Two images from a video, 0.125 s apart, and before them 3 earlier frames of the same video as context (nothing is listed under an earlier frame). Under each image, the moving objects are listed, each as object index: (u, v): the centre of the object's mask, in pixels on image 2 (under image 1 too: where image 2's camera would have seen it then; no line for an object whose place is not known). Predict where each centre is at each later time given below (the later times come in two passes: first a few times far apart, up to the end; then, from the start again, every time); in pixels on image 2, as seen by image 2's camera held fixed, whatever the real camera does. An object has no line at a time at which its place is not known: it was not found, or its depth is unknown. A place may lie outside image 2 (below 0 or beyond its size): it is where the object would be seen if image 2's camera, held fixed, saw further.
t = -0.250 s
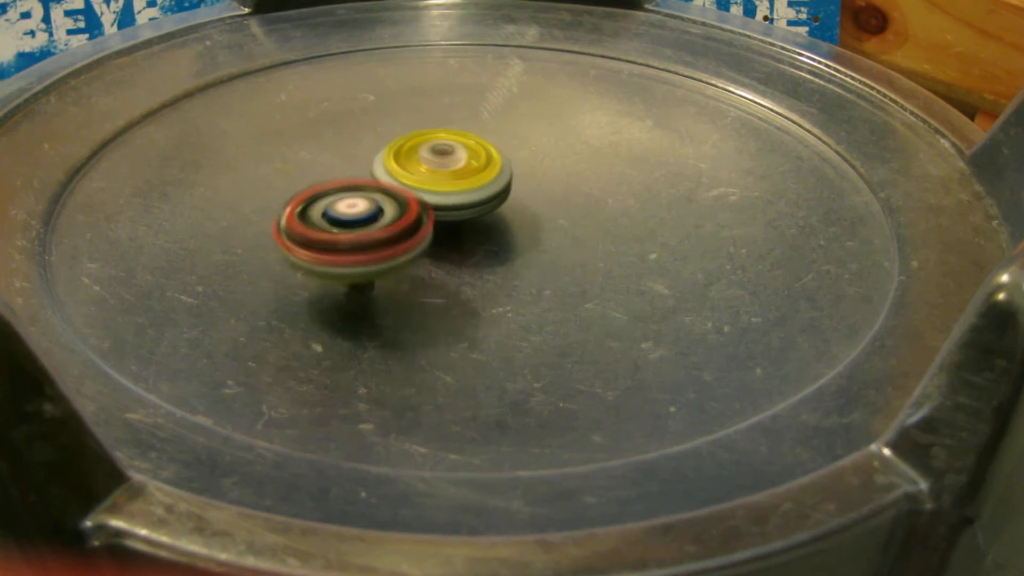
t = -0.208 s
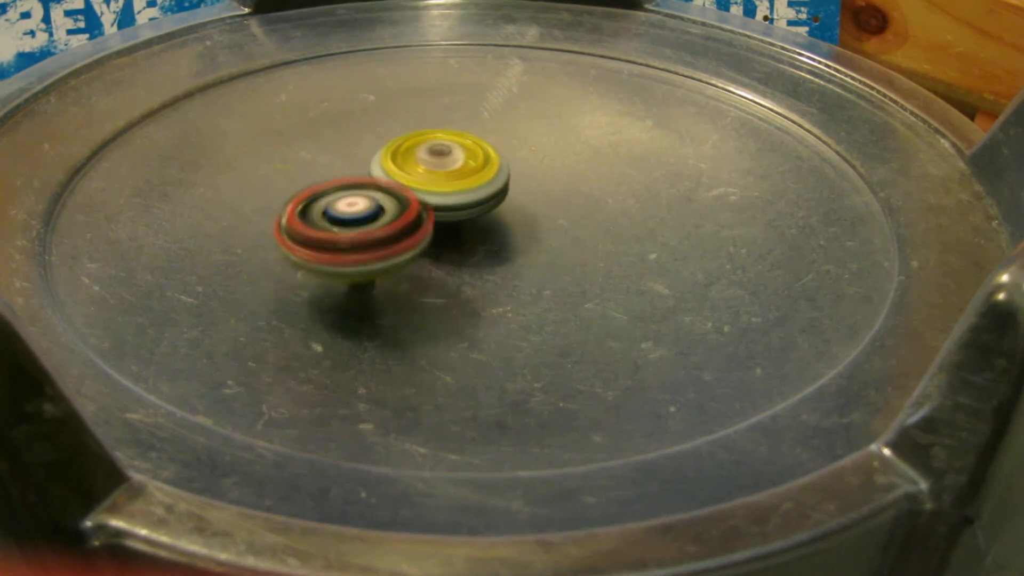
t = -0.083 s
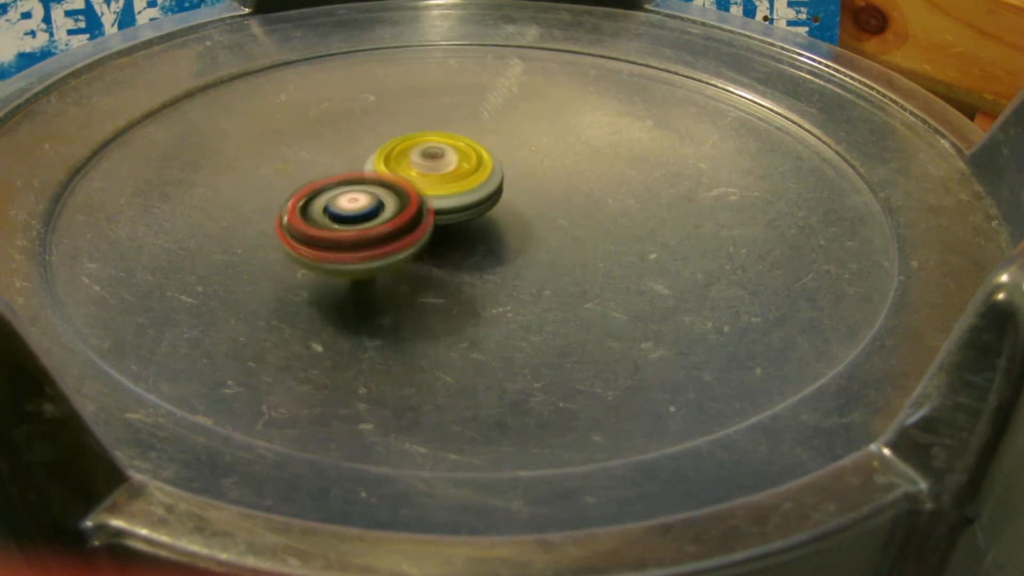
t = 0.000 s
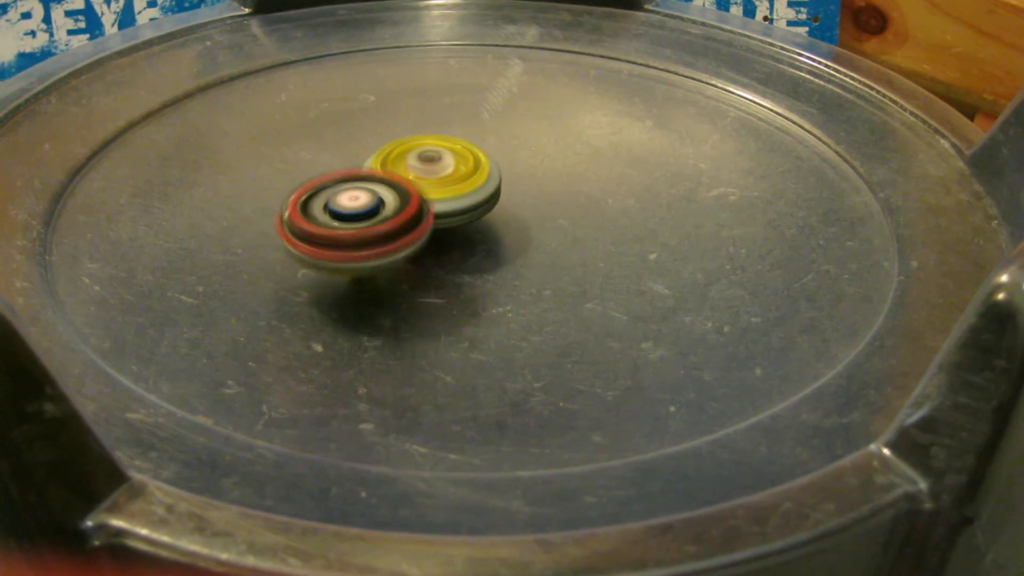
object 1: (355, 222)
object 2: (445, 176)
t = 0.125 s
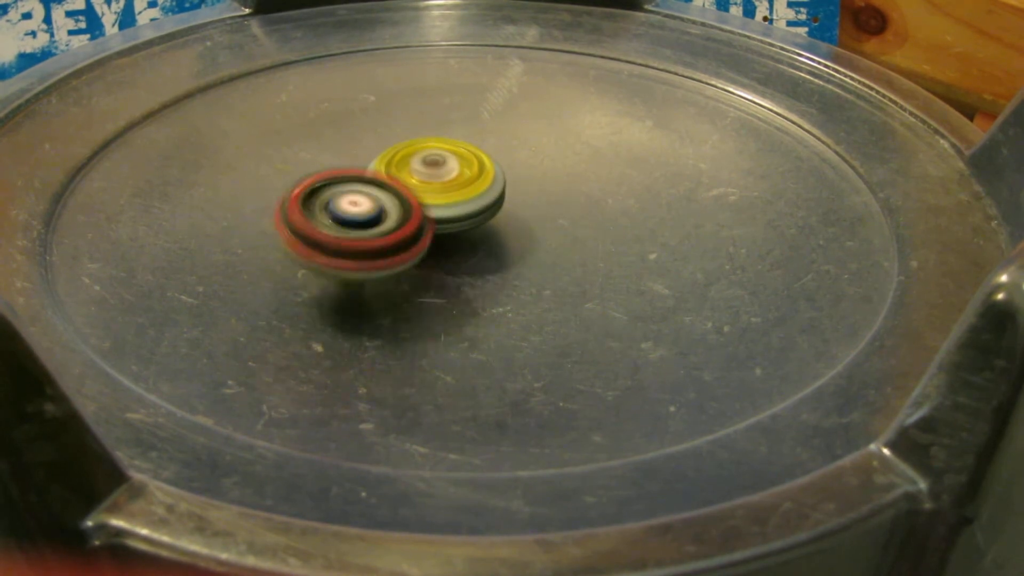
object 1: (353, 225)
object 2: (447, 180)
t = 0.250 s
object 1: (344, 235)
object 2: (449, 180)
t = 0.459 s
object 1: (338, 261)
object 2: (464, 182)
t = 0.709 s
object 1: (413, 254)
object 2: (472, 188)
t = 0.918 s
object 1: (384, 262)
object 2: (523, 189)
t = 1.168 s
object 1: (385, 235)
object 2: (525, 201)
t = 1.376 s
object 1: (360, 193)
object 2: (523, 210)
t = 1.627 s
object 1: (346, 173)
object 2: (495, 222)
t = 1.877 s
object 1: (327, 162)
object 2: (490, 232)
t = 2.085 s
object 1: (355, 168)
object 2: (464, 232)
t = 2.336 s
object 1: (381, 150)
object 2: (460, 236)
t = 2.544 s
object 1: (404, 135)
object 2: (456, 236)
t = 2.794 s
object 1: (429, 119)
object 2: (454, 230)
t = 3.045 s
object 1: (449, 128)
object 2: (463, 222)
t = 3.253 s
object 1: (467, 129)
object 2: (476, 226)
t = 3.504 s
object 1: (486, 129)
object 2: (486, 221)
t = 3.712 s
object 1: (492, 128)
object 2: (490, 223)
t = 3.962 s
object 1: (502, 130)
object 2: (486, 229)
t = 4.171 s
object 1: (510, 143)
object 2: (480, 232)
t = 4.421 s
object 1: (520, 132)
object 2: (475, 257)
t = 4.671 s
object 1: (530, 142)
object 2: (472, 251)
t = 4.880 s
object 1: (536, 148)
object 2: (466, 240)
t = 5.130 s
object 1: (544, 155)
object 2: (461, 230)
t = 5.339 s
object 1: (557, 151)
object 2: (460, 224)
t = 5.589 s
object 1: (565, 152)
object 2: (453, 223)
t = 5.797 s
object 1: (563, 157)
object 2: (440, 228)
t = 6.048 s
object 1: (571, 169)
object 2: (436, 233)
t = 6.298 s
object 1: (574, 184)
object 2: (444, 233)
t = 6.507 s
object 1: (665, 171)
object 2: (430, 236)
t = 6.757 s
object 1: (653, 186)
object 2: (451, 235)
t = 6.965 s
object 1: (590, 191)
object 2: (453, 235)
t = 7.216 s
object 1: (613, 191)
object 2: (456, 232)
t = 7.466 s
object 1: (631, 192)
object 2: (450, 231)
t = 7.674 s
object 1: (619, 200)
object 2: (444, 234)
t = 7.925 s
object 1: (585, 216)
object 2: (445, 235)
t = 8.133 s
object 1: (596, 229)
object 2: (444, 231)
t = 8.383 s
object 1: (599, 237)
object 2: (421, 220)
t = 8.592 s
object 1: (584, 239)
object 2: (398, 201)
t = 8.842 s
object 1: (561, 244)
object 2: (409, 201)
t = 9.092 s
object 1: (520, 245)
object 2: (415, 206)
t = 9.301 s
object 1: (505, 277)
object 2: (421, 203)
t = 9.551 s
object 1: (468, 273)
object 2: (426, 207)
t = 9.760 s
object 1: (463, 272)
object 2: (430, 204)
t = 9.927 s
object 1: (467, 289)
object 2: (434, 205)
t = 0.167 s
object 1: (355, 225)
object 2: (449, 181)
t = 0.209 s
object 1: (356, 226)
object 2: (450, 182)
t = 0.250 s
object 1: (344, 235)
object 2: (449, 180)
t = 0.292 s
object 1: (333, 247)
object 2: (458, 177)
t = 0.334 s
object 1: (327, 253)
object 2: (462, 177)
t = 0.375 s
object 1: (327, 258)
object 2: (463, 179)
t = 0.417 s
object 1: (332, 260)
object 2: (463, 181)
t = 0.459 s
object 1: (338, 261)
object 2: (464, 182)
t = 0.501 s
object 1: (343, 261)
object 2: (464, 185)
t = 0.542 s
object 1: (349, 260)
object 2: (465, 187)
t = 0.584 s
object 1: (359, 260)
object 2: (465, 189)
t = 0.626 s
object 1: (375, 257)
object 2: (467, 190)
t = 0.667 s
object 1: (398, 254)
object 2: (468, 190)
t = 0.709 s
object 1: (413, 254)
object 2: (472, 188)
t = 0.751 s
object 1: (398, 260)
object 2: (498, 187)
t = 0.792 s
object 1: (387, 264)
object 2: (515, 186)
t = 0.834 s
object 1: (385, 264)
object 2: (519, 187)
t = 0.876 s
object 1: (385, 263)
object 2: (521, 188)
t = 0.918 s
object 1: (384, 262)
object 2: (523, 189)
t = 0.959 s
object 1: (384, 260)
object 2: (524, 190)
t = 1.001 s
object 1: (384, 258)
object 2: (525, 192)
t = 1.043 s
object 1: (384, 254)
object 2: (526, 194)
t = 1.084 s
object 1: (384, 250)
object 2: (526, 196)
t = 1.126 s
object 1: (384, 243)
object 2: (526, 198)
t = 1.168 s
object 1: (385, 235)
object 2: (525, 201)
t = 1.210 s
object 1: (387, 226)
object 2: (525, 203)
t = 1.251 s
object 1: (391, 217)
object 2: (524, 206)
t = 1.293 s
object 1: (389, 209)
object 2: (523, 207)
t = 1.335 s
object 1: (376, 201)
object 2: (522, 209)
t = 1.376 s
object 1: (360, 193)
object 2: (523, 210)
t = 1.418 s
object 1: (349, 185)
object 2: (520, 212)
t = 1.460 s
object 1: (344, 178)
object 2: (516, 214)
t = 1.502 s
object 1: (343, 176)
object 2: (511, 216)
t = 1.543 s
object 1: (343, 174)
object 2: (506, 218)
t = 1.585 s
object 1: (344, 174)
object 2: (501, 220)
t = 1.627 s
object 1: (346, 173)
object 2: (495, 222)
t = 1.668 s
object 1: (348, 172)
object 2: (489, 223)
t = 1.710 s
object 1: (348, 171)
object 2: (486, 224)
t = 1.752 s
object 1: (327, 162)
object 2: (499, 229)
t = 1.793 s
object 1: (320, 160)
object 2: (500, 231)
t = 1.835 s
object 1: (323, 161)
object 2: (495, 231)
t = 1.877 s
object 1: (327, 162)
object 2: (490, 232)
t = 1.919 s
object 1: (332, 163)
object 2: (485, 232)
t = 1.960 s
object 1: (335, 164)
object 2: (480, 232)
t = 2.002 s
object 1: (340, 165)
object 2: (474, 232)
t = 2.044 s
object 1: (346, 166)
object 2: (469, 232)
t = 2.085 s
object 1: (355, 168)
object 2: (464, 232)
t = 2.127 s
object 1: (359, 166)
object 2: (467, 234)
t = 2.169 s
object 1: (361, 165)
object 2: (465, 235)
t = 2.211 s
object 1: (366, 165)
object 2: (461, 234)
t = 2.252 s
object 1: (368, 160)
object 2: (462, 236)
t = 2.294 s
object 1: (372, 153)
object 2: (462, 237)
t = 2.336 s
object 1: (381, 150)
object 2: (460, 236)
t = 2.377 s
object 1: (390, 149)
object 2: (458, 235)
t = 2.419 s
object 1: (397, 148)
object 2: (456, 234)
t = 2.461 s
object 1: (402, 148)
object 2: (454, 233)
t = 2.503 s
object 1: (402, 145)
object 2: (454, 233)
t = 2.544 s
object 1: (404, 135)
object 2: (456, 236)
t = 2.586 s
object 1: (409, 126)
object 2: (455, 236)
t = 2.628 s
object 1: (416, 120)
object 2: (455, 235)
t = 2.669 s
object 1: (420, 119)
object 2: (454, 234)
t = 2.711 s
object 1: (423, 118)
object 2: (454, 233)
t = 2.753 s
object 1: (426, 118)
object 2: (454, 232)
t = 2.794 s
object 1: (429, 119)
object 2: (454, 230)
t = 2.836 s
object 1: (432, 120)
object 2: (455, 229)
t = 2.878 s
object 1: (436, 121)
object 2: (456, 227)
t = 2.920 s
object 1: (439, 123)
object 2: (458, 226)
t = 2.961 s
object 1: (443, 124)
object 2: (459, 225)
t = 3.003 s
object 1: (446, 126)
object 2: (461, 223)
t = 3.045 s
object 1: (449, 128)
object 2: (463, 222)
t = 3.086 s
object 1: (454, 127)
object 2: (465, 223)
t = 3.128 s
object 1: (460, 125)
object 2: (471, 228)
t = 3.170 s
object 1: (462, 126)
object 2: (474, 228)
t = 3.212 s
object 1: (464, 127)
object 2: (475, 227)
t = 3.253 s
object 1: (467, 129)
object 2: (476, 226)
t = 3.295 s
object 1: (470, 130)
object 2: (478, 224)
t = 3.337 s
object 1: (472, 131)
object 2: (479, 223)
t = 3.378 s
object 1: (475, 131)
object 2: (480, 222)
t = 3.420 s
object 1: (478, 130)
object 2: (482, 221)
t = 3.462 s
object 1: (484, 129)
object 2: (485, 222)
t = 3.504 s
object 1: (486, 129)
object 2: (486, 221)
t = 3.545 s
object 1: (488, 128)
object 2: (487, 222)
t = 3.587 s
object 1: (489, 126)
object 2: (487, 223)
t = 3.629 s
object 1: (489, 127)
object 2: (488, 223)
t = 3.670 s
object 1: (490, 127)
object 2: (490, 223)
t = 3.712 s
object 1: (492, 128)
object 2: (490, 223)
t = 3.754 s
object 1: (495, 128)
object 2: (490, 223)
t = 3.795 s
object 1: (497, 128)
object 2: (490, 223)
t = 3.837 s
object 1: (499, 129)
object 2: (490, 223)
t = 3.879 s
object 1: (500, 128)
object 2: (489, 226)
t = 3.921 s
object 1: (500, 128)
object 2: (488, 229)
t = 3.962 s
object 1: (502, 130)
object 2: (486, 229)
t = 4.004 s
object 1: (505, 132)
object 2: (486, 230)
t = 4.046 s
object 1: (506, 133)
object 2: (485, 230)
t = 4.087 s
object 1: (508, 135)
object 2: (483, 231)
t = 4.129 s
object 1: (508, 138)
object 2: (482, 231)
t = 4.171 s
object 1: (510, 143)
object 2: (480, 232)
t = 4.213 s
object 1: (511, 147)
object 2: (480, 236)
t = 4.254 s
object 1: (515, 136)
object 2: (478, 248)
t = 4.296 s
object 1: (517, 130)
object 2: (476, 254)
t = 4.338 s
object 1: (517, 130)
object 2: (475, 256)
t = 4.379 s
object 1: (518, 131)
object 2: (476, 257)
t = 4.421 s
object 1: (520, 132)
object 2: (475, 257)
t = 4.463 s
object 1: (521, 135)
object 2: (475, 257)
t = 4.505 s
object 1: (523, 136)
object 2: (475, 257)
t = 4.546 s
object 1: (524, 138)
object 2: (474, 256)
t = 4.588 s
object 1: (526, 139)
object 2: (473, 255)
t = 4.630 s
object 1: (529, 141)
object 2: (472, 253)
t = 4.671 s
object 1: (530, 142)
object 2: (472, 251)
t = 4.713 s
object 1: (531, 143)
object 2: (471, 249)
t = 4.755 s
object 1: (533, 145)
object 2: (470, 246)
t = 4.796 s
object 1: (534, 146)
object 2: (468, 244)
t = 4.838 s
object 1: (535, 146)
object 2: (467, 243)
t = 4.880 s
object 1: (536, 148)
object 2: (466, 240)
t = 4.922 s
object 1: (537, 150)
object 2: (466, 238)
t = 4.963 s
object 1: (538, 152)
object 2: (466, 236)
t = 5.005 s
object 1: (538, 155)
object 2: (465, 234)
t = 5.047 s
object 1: (539, 156)
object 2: (465, 231)
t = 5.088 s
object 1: (540, 157)
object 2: (465, 229)
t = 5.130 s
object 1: (544, 155)
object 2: (461, 230)
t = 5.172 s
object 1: (550, 153)
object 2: (460, 229)
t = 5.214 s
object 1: (552, 153)
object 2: (461, 227)
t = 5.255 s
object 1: (554, 152)
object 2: (461, 225)
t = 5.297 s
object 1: (557, 150)
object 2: (459, 225)
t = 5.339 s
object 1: (557, 151)
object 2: (460, 224)
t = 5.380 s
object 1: (557, 151)
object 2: (460, 223)
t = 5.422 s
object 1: (559, 150)
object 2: (459, 222)
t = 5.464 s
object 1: (560, 149)
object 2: (456, 222)
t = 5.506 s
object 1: (564, 149)
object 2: (452, 224)
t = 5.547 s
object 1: (564, 151)
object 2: (452, 223)
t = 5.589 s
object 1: (565, 152)
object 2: (453, 223)
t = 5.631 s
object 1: (563, 155)
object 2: (453, 223)
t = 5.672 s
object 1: (562, 155)
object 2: (452, 224)
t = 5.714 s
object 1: (562, 155)
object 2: (450, 225)
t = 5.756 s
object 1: (560, 158)
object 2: (449, 226)
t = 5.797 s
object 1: (563, 157)
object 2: (440, 228)
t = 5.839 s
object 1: (568, 156)
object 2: (436, 230)
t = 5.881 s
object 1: (568, 157)
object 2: (435, 231)
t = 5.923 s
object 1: (569, 159)
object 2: (436, 232)
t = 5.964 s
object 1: (570, 162)
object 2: (435, 232)
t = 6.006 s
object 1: (570, 165)
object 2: (436, 233)
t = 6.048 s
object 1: (571, 169)
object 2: (436, 233)
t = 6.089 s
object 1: (571, 173)
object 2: (437, 233)
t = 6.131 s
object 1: (571, 177)
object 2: (438, 233)
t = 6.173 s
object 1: (572, 179)
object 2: (439, 233)
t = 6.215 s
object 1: (573, 182)
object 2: (440, 233)
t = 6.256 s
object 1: (574, 183)
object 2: (442, 233)
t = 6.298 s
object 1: (574, 184)
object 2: (444, 233)
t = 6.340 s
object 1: (573, 185)
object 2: (447, 233)
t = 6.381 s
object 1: (588, 180)
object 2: (436, 234)
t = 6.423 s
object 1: (620, 176)
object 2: (428, 237)
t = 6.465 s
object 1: (646, 173)
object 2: (428, 236)
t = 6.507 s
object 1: (665, 171)
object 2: (430, 236)
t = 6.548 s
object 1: (675, 172)
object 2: (433, 236)
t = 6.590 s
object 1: (673, 173)
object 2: (437, 236)
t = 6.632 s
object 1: (669, 176)
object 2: (440, 236)
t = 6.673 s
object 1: (664, 178)
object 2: (444, 236)
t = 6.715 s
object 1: (660, 183)
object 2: (448, 235)
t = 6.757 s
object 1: (653, 186)
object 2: (451, 235)
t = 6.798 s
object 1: (639, 188)
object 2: (455, 235)
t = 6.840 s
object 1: (616, 190)
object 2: (459, 235)
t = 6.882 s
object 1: (601, 191)
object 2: (453, 234)
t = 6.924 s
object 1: (594, 192)
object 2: (451, 234)
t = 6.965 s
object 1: (590, 191)
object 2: (453, 235)
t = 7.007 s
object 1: (588, 191)
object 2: (455, 234)
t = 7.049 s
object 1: (605, 188)
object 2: (448, 233)
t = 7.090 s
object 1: (620, 189)
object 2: (446, 232)
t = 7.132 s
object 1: (621, 189)
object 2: (449, 232)
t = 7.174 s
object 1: (616, 189)
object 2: (453, 232)
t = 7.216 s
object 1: (613, 191)
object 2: (456, 232)
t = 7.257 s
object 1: (611, 193)
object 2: (460, 232)
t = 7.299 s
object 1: (612, 195)
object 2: (463, 232)
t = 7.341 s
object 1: (620, 194)
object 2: (460, 231)
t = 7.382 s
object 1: (616, 193)
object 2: (463, 231)
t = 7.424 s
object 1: (613, 195)
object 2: (462, 232)
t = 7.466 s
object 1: (631, 192)
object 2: (450, 231)
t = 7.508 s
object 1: (634, 190)
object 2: (446, 232)
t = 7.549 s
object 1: (627, 191)
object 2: (446, 232)
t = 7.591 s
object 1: (621, 195)
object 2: (445, 233)
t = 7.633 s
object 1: (619, 197)
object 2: (445, 233)
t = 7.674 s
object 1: (619, 200)
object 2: (444, 234)
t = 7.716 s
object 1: (619, 201)
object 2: (445, 234)
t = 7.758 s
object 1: (618, 203)
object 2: (445, 234)
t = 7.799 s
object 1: (610, 205)
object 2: (445, 234)
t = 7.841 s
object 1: (602, 208)
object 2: (445, 235)
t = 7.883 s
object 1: (591, 212)
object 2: (446, 234)
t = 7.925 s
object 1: (585, 216)
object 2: (445, 235)
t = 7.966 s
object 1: (596, 221)
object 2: (438, 233)
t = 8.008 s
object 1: (603, 227)
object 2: (439, 232)
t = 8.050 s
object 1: (604, 229)
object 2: (441, 232)
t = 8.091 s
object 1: (602, 229)
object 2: (442, 231)
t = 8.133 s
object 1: (596, 229)
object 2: (444, 231)
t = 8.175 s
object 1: (595, 230)
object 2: (442, 230)
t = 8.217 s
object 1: (613, 232)
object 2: (424, 224)
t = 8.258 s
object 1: (619, 234)
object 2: (420, 221)
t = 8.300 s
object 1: (615, 234)
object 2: (419, 221)
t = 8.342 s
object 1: (606, 237)
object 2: (420, 220)
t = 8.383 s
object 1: (599, 237)
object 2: (421, 220)
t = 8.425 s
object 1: (587, 234)
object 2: (423, 219)
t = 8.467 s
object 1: (570, 233)
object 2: (424, 218)
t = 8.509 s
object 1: (553, 230)
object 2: (420, 217)
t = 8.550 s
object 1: (569, 235)
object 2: (408, 208)
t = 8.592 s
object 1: (584, 239)
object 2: (398, 201)
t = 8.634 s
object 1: (586, 240)
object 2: (398, 200)
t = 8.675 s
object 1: (580, 238)
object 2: (399, 200)
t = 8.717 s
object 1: (571, 239)
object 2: (401, 200)
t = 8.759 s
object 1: (565, 241)
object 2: (403, 200)
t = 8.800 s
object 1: (562, 242)
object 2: (406, 200)
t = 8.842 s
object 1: (561, 244)
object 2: (409, 201)
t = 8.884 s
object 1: (562, 246)
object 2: (412, 202)
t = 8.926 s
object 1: (560, 245)
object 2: (415, 204)
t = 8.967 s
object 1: (552, 246)
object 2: (417, 204)
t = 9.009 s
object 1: (543, 245)
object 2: (417, 205)
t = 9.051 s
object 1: (530, 244)
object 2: (416, 206)
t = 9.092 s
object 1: (520, 245)
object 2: (415, 206)
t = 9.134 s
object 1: (523, 256)
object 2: (415, 201)
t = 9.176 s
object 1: (521, 265)
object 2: (417, 199)
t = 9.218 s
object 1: (515, 273)
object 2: (419, 201)
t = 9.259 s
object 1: (507, 277)
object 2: (420, 202)
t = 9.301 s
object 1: (505, 277)
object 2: (421, 203)
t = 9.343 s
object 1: (499, 275)
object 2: (423, 205)
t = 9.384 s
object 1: (491, 273)
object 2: (426, 206)
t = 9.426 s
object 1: (483, 274)
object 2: (427, 207)
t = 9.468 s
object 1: (476, 275)
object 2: (427, 208)
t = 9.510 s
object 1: (471, 274)
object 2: (426, 208)
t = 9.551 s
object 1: (468, 273)
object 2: (426, 207)
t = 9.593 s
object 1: (467, 273)
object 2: (428, 204)
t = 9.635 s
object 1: (466, 274)
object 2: (430, 204)
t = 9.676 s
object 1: (466, 274)
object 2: (430, 204)
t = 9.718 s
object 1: (465, 273)
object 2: (429, 204)
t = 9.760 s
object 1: (463, 272)
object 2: (430, 204)
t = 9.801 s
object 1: (462, 272)
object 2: (429, 205)
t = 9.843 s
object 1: (463, 275)
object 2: (429, 205)
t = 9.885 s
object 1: (467, 285)
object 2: (433, 205)
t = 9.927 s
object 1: (467, 289)
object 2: (434, 205)
